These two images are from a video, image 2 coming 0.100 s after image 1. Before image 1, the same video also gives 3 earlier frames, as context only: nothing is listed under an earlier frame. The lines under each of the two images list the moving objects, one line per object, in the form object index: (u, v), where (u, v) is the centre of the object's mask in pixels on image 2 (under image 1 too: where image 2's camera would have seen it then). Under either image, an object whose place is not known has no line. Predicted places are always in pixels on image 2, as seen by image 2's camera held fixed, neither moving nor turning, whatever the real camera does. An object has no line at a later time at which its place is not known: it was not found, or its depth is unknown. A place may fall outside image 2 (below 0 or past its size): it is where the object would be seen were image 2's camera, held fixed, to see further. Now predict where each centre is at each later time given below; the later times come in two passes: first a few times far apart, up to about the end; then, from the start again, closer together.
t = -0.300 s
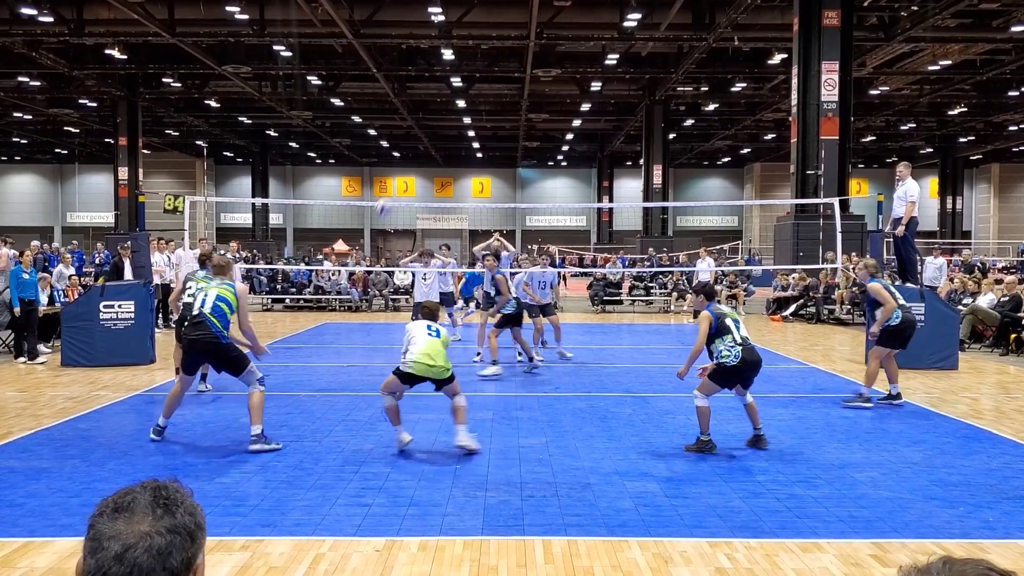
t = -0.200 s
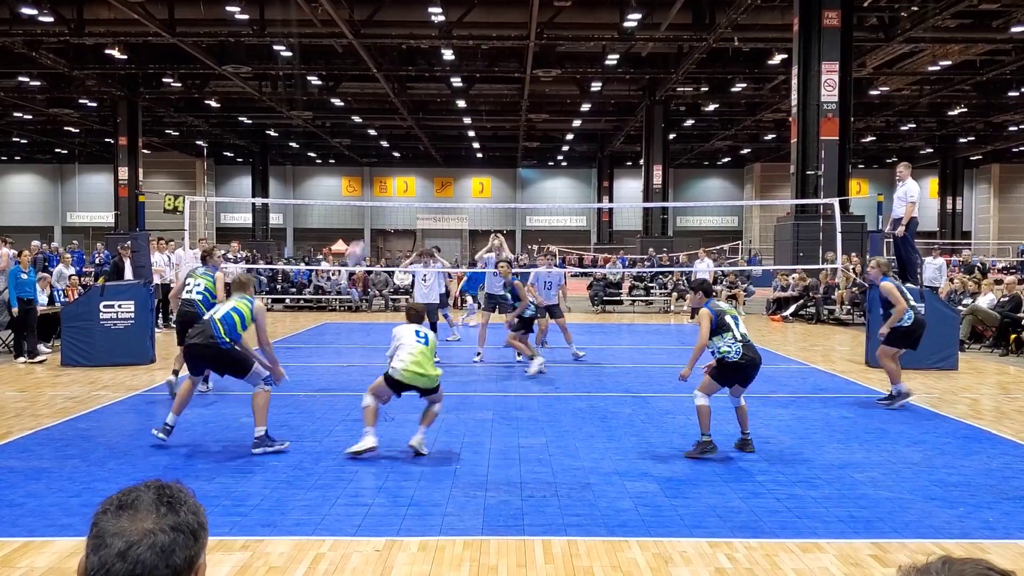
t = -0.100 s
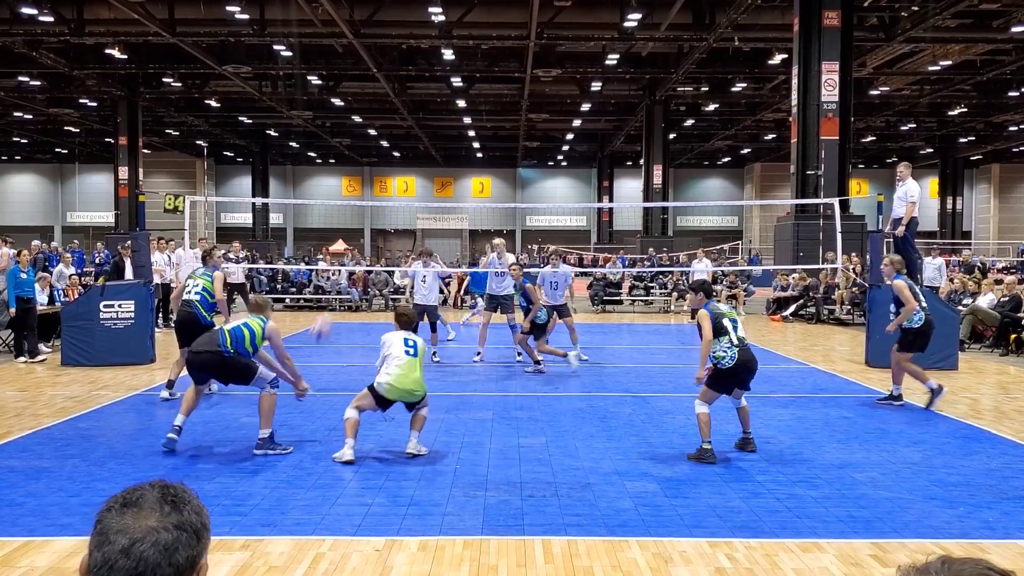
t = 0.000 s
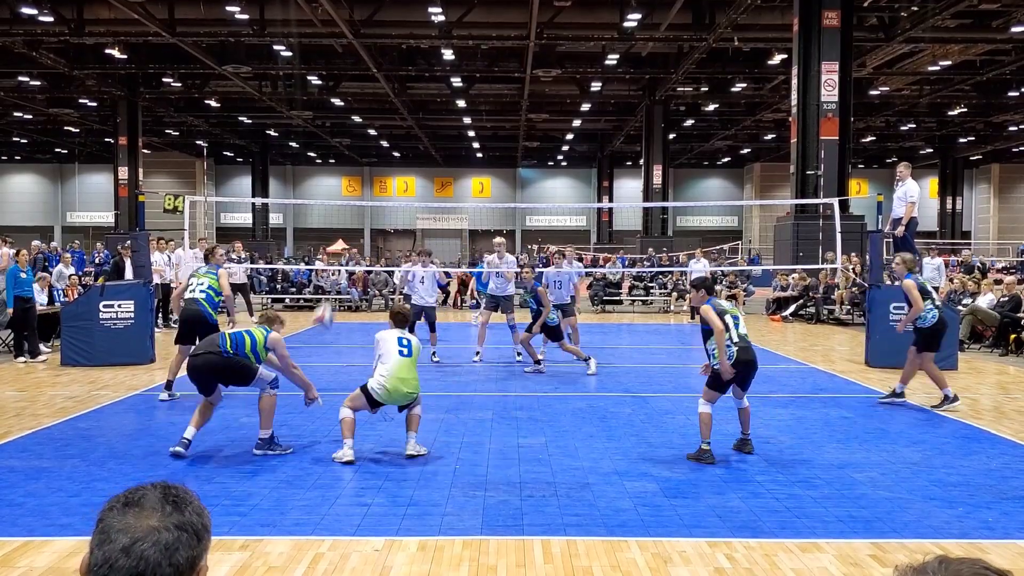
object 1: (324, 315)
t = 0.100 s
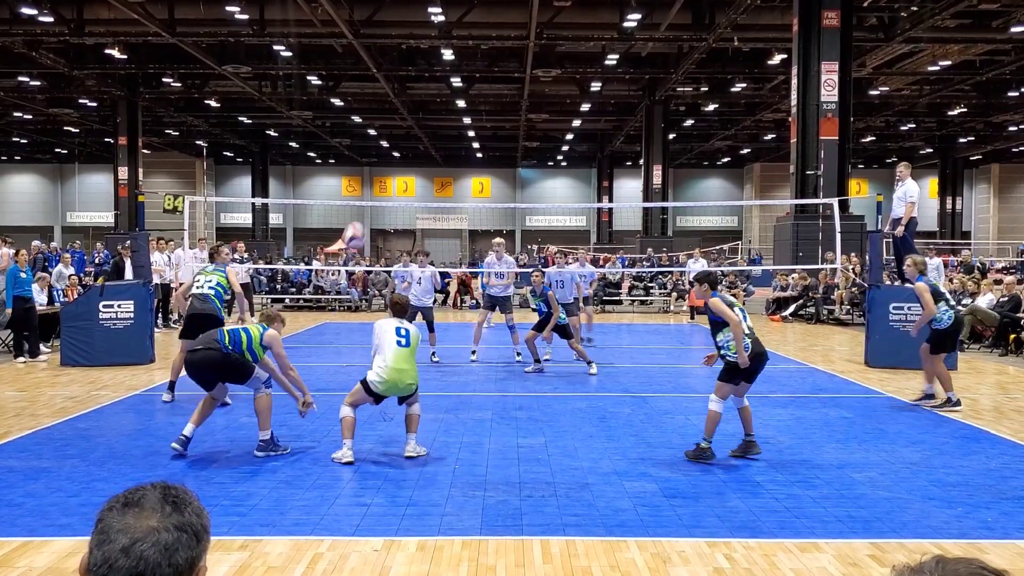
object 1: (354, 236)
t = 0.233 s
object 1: (393, 150)
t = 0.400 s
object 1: (438, 71)
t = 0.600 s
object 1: (490, 16)
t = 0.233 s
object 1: (393, 150)
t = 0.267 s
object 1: (402, 132)
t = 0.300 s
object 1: (411, 115)
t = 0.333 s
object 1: (420, 99)
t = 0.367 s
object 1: (429, 84)
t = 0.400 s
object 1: (438, 71)
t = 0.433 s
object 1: (447, 59)
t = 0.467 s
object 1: (456, 48)
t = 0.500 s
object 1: (464, 38)
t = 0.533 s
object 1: (473, 30)
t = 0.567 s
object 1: (481, 22)
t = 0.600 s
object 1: (490, 16)
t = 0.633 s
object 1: (498, 12)
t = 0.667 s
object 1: (506, 9)
